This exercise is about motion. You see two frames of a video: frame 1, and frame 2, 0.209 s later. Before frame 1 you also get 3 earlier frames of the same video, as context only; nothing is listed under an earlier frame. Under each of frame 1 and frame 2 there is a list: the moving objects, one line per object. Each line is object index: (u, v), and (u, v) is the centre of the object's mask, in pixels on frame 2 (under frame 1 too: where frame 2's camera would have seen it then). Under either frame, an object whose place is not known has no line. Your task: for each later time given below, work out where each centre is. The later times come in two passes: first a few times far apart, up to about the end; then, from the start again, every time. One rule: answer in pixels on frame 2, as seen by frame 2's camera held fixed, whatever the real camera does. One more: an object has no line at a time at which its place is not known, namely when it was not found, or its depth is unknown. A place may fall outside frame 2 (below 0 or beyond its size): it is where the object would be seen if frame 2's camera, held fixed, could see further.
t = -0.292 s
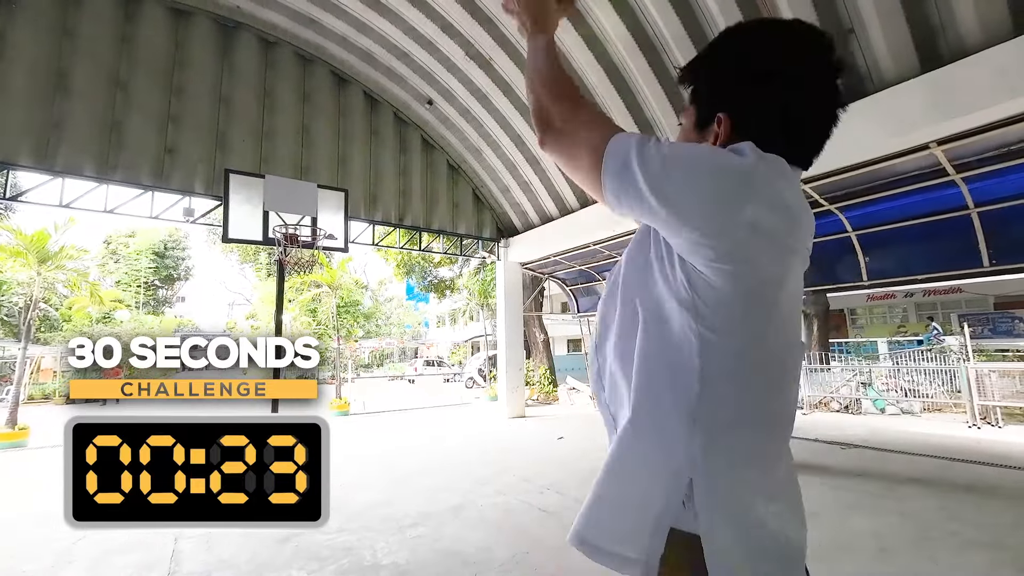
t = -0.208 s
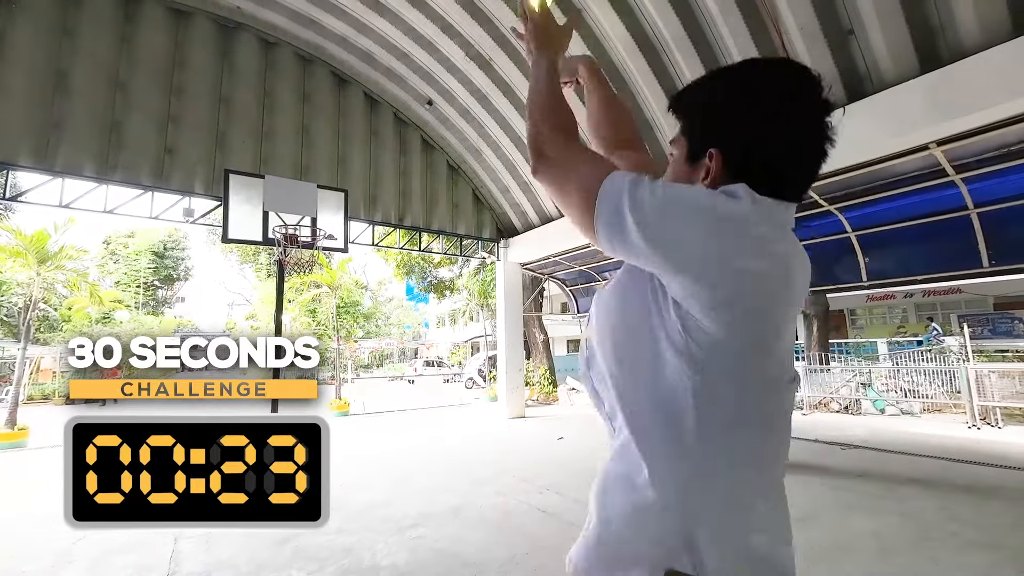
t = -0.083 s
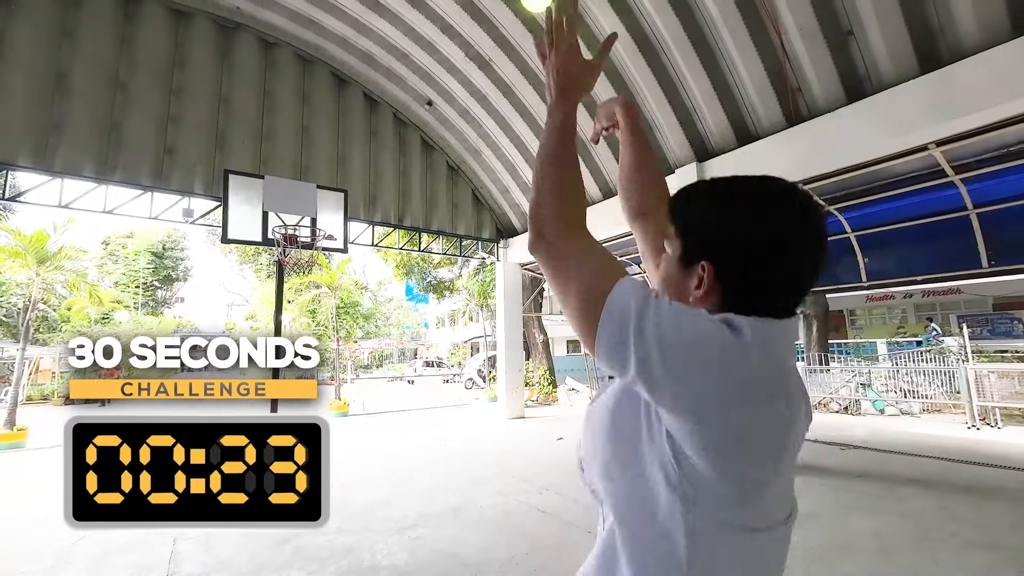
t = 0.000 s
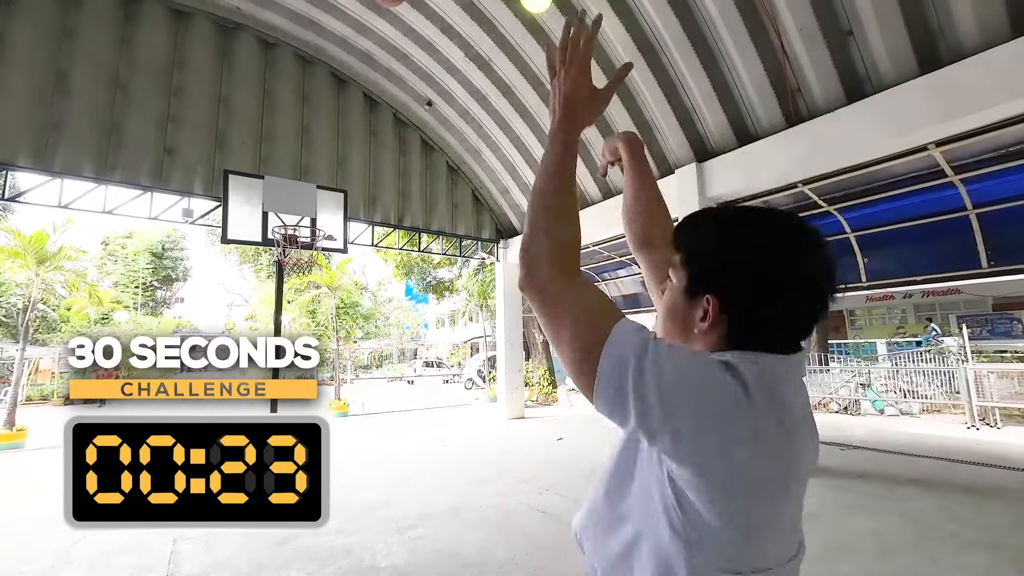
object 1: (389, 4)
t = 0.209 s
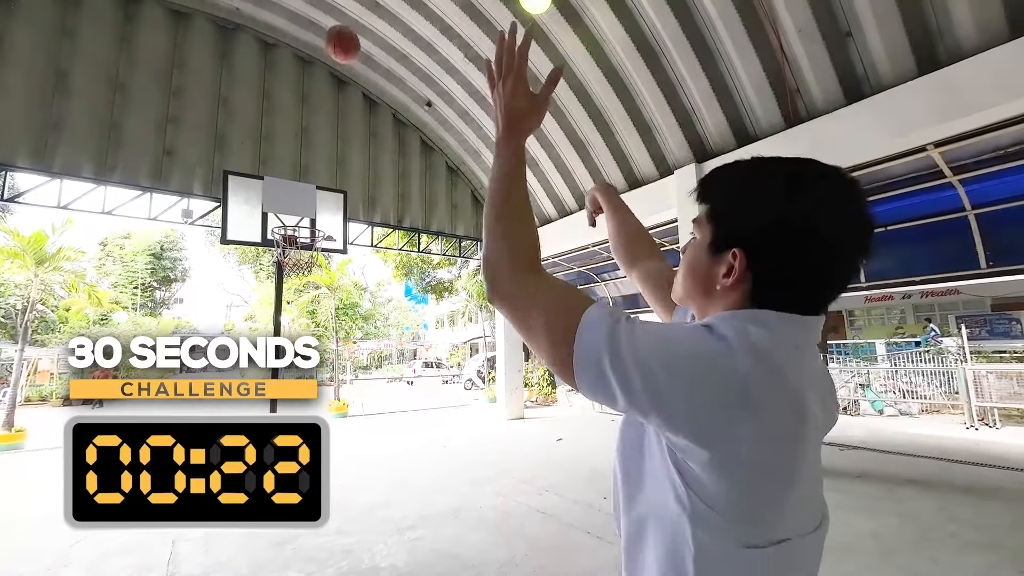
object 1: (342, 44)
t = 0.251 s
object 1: (336, 60)
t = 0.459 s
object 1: (309, 148)
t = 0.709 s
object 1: (299, 260)
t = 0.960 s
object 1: (341, 339)
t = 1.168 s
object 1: (372, 449)
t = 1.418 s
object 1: (408, 415)
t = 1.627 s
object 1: (437, 356)
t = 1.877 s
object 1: (470, 339)
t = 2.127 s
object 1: (507, 383)
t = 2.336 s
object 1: (539, 474)
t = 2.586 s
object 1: (571, 431)
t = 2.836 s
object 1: (602, 391)
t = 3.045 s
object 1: (630, 409)
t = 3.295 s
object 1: (668, 494)
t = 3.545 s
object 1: (695, 441)
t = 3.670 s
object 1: (710, 428)
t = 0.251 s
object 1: (336, 60)
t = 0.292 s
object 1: (330, 77)
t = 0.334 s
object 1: (325, 94)
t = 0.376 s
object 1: (319, 111)
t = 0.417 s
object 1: (314, 129)
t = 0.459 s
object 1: (309, 148)
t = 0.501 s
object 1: (304, 167)
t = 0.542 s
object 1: (300, 186)
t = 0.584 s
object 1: (294, 207)
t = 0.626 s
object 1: (289, 230)
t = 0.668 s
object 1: (291, 246)
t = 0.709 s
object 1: (299, 260)
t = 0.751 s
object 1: (306, 270)
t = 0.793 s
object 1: (313, 281)
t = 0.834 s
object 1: (320, 293)
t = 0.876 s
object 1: (327, 307)
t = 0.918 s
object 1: (334, 322)
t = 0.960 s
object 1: (341, 339)
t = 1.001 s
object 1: (347, 358)
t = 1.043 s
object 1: (354, 378)
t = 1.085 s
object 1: (360, 400)
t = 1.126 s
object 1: (366, 423)
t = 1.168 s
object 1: (372, 449)
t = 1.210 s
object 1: (378, 477)
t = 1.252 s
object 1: (384, 494)
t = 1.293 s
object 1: (390, 471)
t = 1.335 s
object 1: (396, 451)
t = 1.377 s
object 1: (402, 432)
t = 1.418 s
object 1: (408, 415)
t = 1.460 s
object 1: (414, 400)
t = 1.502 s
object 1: (419, 386)
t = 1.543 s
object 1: (425, 374)
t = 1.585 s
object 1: (431, 364)
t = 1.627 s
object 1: (437, 356)
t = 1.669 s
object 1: (442, 349)
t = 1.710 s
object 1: (448, 344)
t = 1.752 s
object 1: (454, 340)
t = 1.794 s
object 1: (459, 338)
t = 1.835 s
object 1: (465, 338)
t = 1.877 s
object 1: (470, 339)
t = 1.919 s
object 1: (476, 343)
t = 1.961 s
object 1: (482, 347)
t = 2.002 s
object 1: (488, 353)
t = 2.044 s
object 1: (493, 361)
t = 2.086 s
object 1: (500, 371)
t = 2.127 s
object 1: (507, 383)
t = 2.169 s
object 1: (512, 397)
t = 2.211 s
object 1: (519, 413)
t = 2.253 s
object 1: (525, 431)
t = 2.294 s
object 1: (532, 452)
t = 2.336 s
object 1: (539, 474)
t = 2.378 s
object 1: (546, 500)
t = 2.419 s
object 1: (551, 494)
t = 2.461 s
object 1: (557, 475)
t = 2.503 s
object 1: (561, 458)
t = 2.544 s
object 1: (566, 444)
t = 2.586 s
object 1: (571, 431)
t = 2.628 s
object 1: (576, 419)
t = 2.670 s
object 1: (580, 410)
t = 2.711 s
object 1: (586, 403)
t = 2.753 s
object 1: (591, 397)
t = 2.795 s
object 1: (596, 393)
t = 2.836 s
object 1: (602, 391)
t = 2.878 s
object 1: (607, 391)
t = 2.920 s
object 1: (613, 393)
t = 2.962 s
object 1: (618, 396)
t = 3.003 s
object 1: (624, 402)
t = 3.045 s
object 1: (630, 409)
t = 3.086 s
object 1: (636, 418)
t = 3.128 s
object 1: (641, 429)
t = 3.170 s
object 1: (648, 442)
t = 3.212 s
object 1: (654, 457)
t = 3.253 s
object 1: (660, 475)
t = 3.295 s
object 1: (668, 494)
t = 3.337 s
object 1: (673, 501)
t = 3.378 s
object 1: (677, 485)
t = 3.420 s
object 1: (682, 471)
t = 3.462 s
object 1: (686, 459)
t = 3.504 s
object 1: (690, 449)
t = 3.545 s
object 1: (695, 441)
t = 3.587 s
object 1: (700, 435)
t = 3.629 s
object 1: (704, 431)
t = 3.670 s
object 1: (710, 428)
